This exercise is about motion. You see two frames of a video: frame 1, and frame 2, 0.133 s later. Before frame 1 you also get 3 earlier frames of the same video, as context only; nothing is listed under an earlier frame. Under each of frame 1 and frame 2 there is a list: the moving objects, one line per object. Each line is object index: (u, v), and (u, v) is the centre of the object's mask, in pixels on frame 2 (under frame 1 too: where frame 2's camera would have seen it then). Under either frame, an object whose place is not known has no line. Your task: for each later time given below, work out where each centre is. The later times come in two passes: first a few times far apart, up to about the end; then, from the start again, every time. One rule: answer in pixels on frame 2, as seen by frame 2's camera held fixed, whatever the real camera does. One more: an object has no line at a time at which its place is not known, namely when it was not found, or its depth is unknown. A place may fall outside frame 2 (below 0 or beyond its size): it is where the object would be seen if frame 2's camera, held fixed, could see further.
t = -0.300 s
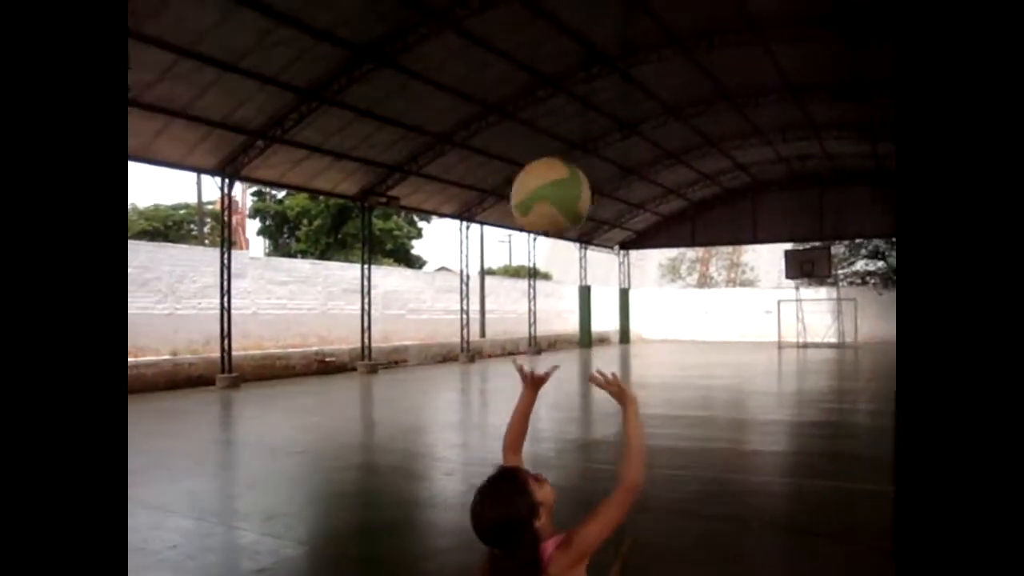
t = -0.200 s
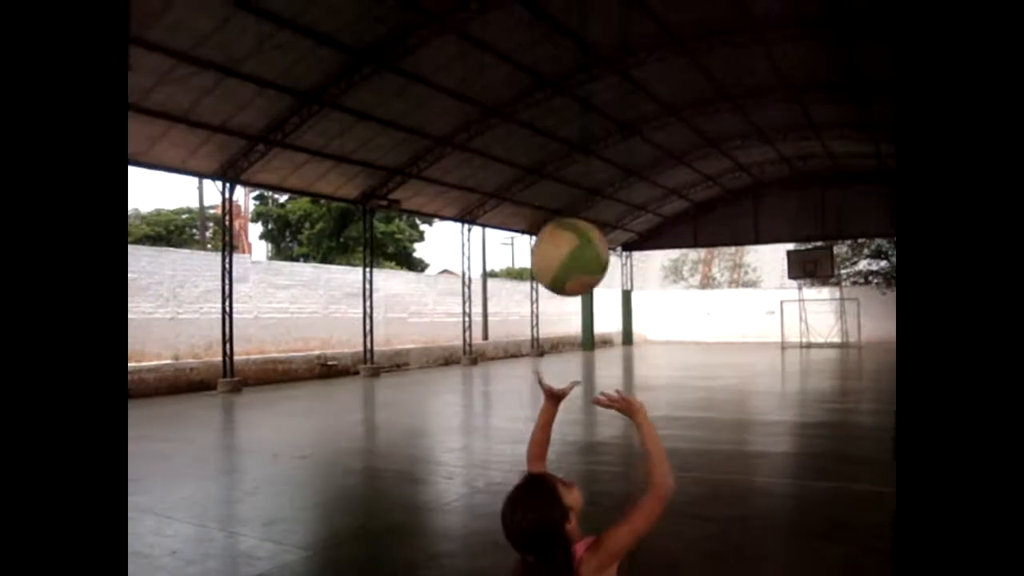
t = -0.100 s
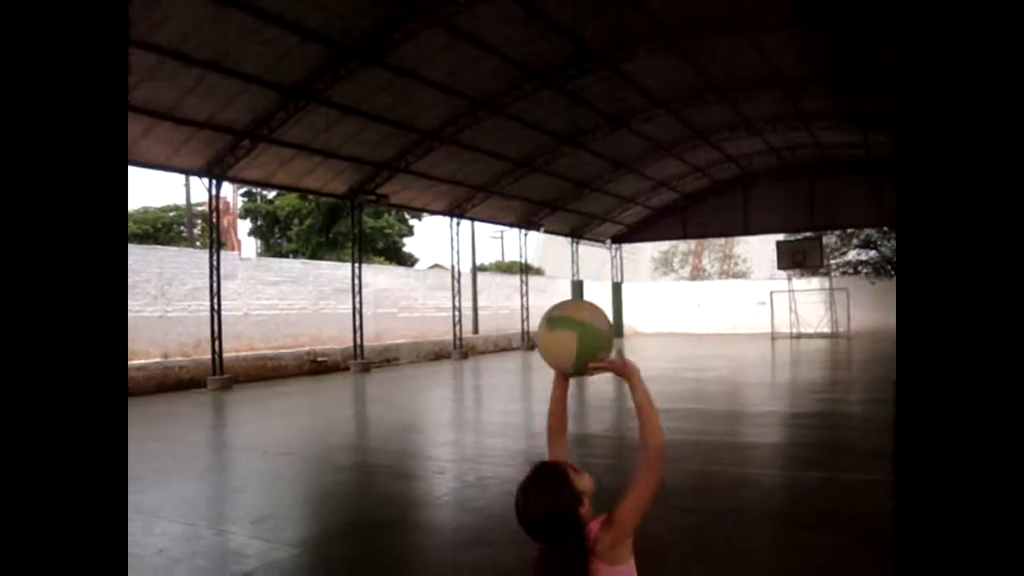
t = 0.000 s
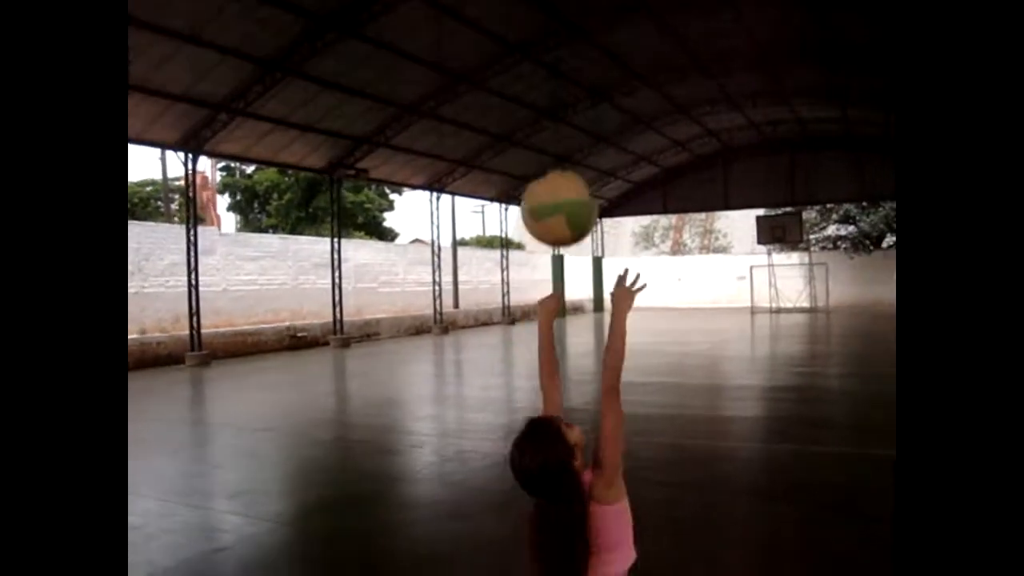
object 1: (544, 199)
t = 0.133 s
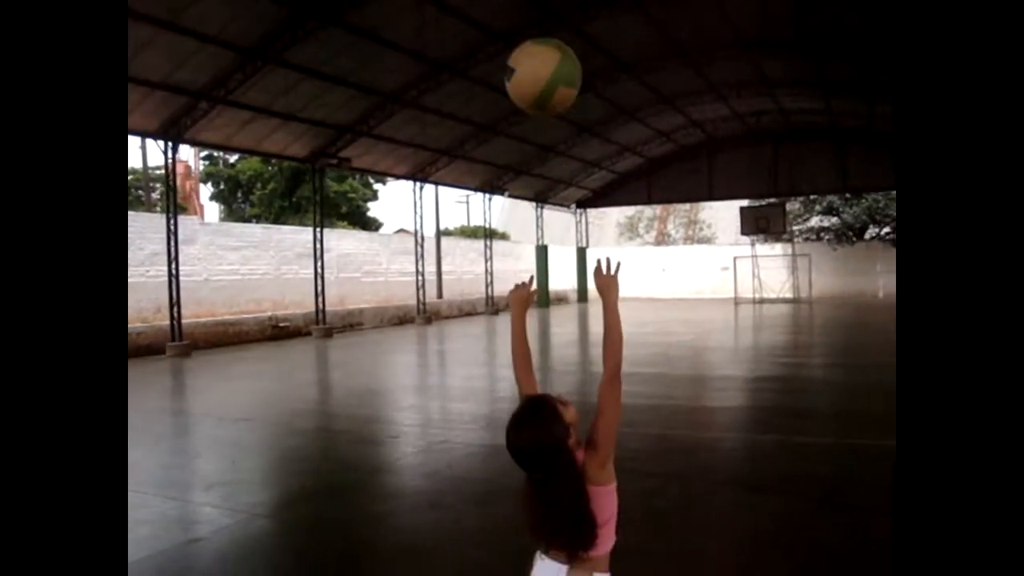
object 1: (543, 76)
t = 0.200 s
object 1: (542, 42)
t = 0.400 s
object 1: (543, 35)
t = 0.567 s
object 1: (549, 133)
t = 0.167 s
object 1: (543, 57)
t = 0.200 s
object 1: (542, 42)
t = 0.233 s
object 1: (542, 34)
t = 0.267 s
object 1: (543, 29)
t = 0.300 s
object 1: (543, 29)
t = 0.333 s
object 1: (543, 29)
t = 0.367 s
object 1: (543, 30)
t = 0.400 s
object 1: (543, 35)
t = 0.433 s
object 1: (544, 48)
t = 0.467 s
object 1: (545, 63)
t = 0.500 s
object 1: (547, 83)
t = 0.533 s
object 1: (548, 107)
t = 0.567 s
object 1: (549, 133)
